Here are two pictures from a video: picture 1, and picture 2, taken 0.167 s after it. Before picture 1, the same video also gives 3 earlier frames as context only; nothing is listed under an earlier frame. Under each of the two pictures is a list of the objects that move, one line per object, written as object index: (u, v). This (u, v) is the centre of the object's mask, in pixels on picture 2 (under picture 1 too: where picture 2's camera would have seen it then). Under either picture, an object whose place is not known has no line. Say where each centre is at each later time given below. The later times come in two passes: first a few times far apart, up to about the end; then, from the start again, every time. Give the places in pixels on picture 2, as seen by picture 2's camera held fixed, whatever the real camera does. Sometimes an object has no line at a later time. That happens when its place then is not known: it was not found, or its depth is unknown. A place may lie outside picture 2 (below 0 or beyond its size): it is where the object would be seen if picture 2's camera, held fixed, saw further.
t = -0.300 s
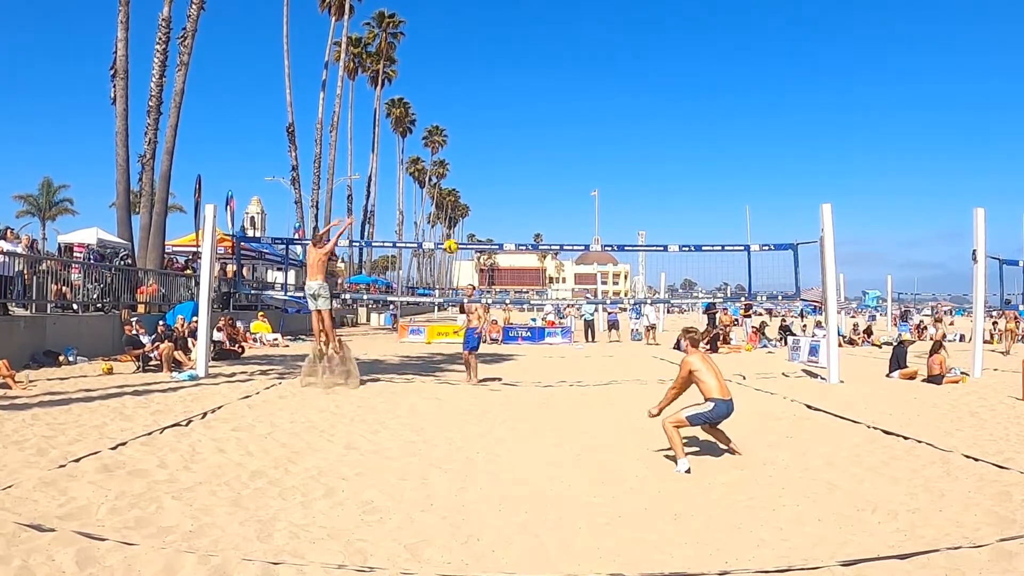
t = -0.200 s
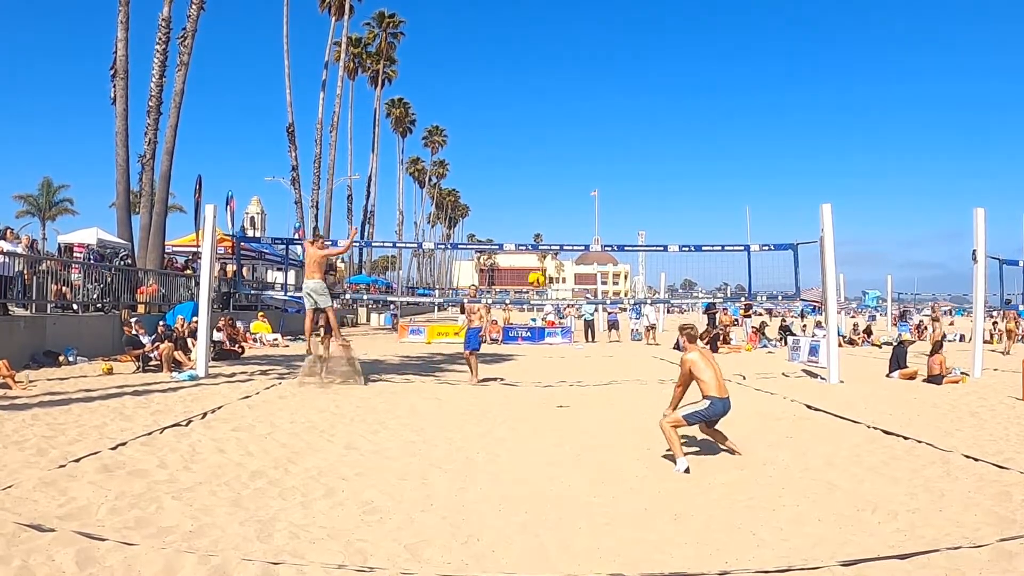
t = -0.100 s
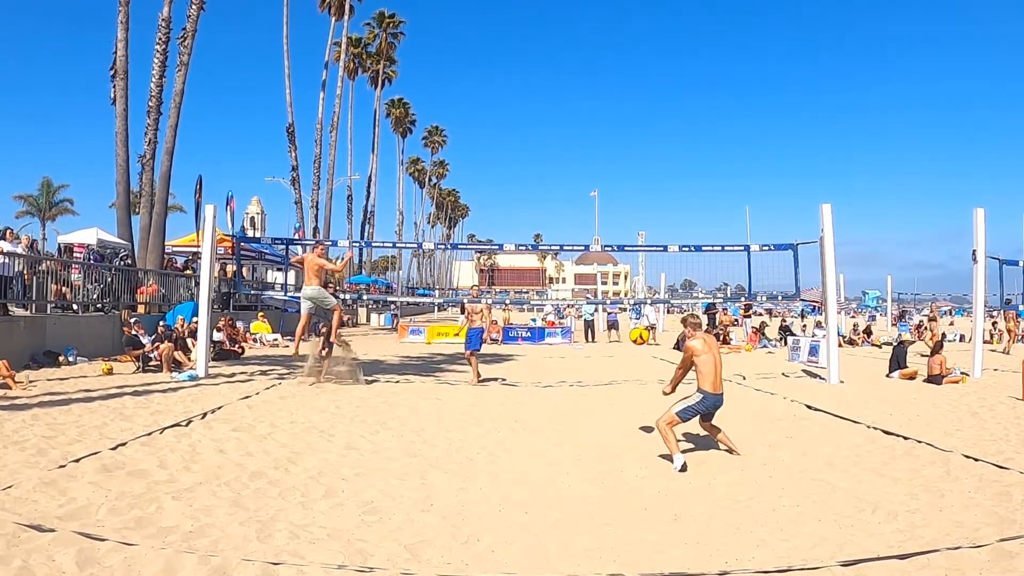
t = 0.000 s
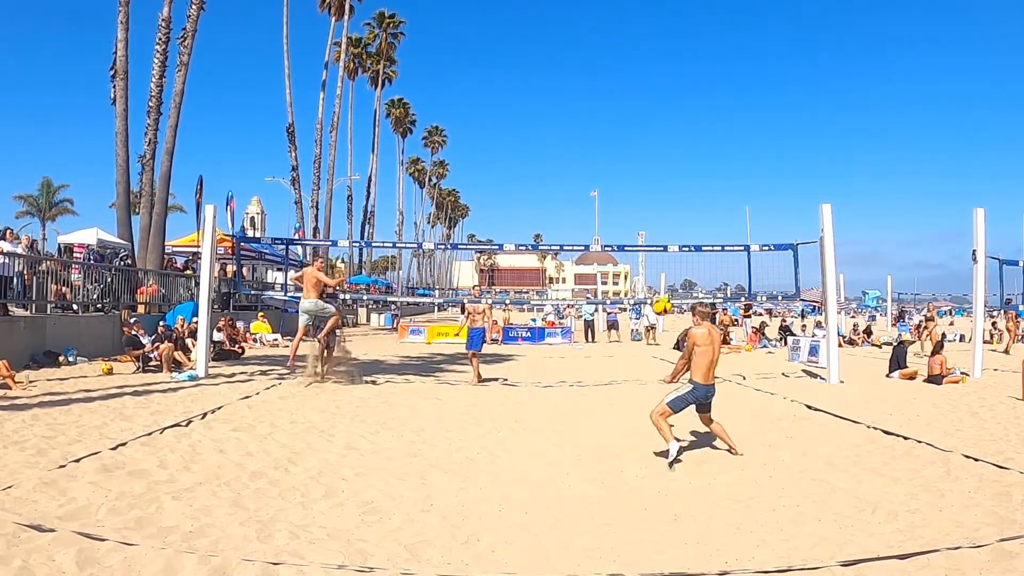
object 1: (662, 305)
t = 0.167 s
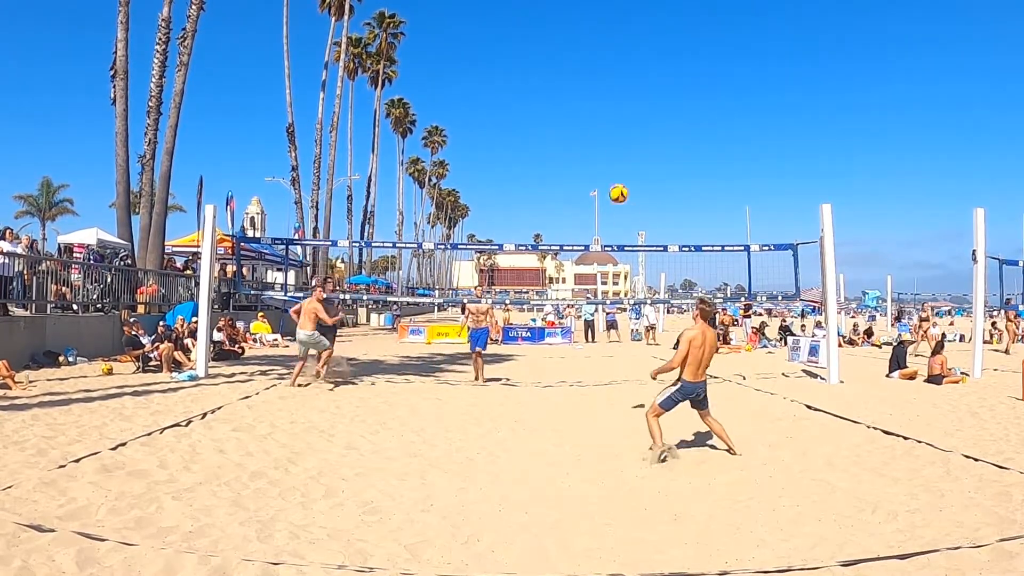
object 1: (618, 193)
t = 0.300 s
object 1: (588, 131)
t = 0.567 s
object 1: (537, 62)
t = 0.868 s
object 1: (489, 52)
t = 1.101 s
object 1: (456, 83)
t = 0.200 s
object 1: (611, 176)
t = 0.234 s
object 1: (603, 160)
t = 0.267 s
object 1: (595, 145)
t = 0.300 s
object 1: (588, 131)
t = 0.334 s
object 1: (581, 118)
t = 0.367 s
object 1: (574, 107)
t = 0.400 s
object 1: (567, 97)
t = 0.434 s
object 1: (561, 88)
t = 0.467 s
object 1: (555, 81)
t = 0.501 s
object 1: (548, 73)
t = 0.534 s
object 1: (542, 67)
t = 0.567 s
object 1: (537, 62)
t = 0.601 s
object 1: (531, 57)
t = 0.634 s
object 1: (525, 54)
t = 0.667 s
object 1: (520, 51)
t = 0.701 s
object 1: (514, 50)
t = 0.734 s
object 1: (509, 49)
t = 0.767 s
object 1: (504, 48)
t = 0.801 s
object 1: (499, 49)
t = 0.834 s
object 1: (494, 50)
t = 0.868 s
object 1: (489, 52)
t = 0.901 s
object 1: (484, 55)
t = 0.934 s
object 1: (479, 58)
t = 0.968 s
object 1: (475, 61)
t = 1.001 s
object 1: (470, 66)
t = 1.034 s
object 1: (465, 71)
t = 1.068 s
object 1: (461, 77)
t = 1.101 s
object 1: (456, 83)
